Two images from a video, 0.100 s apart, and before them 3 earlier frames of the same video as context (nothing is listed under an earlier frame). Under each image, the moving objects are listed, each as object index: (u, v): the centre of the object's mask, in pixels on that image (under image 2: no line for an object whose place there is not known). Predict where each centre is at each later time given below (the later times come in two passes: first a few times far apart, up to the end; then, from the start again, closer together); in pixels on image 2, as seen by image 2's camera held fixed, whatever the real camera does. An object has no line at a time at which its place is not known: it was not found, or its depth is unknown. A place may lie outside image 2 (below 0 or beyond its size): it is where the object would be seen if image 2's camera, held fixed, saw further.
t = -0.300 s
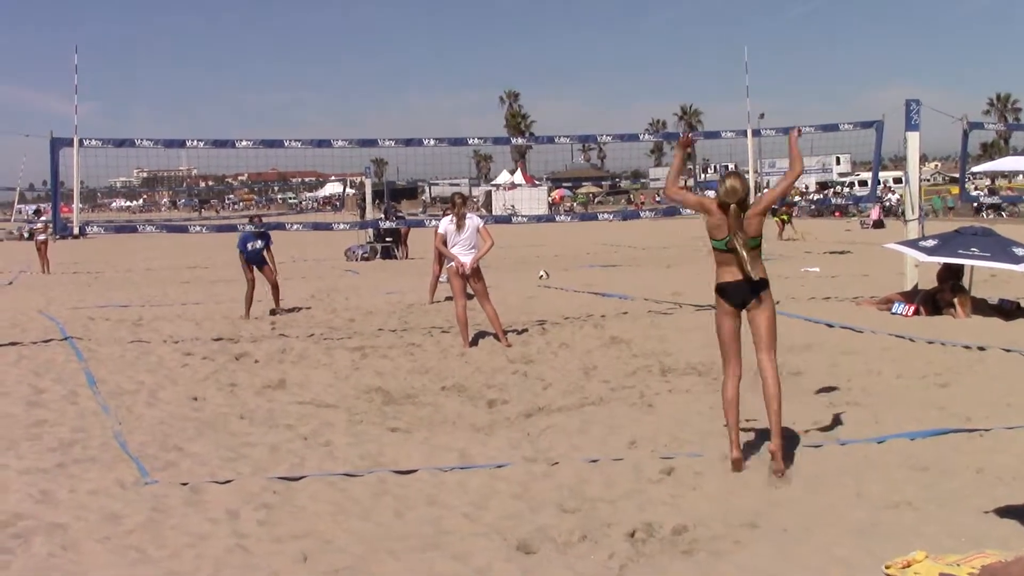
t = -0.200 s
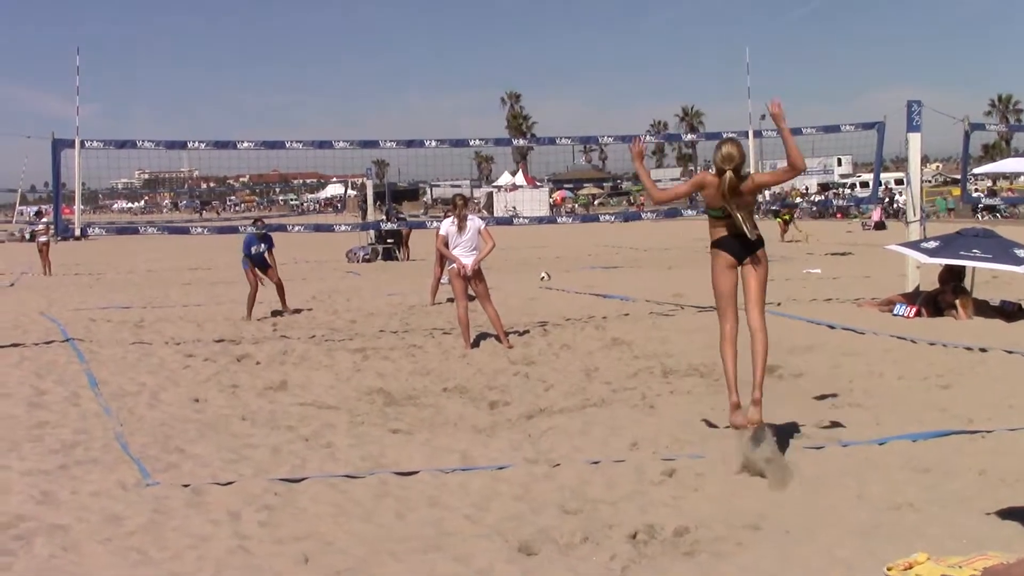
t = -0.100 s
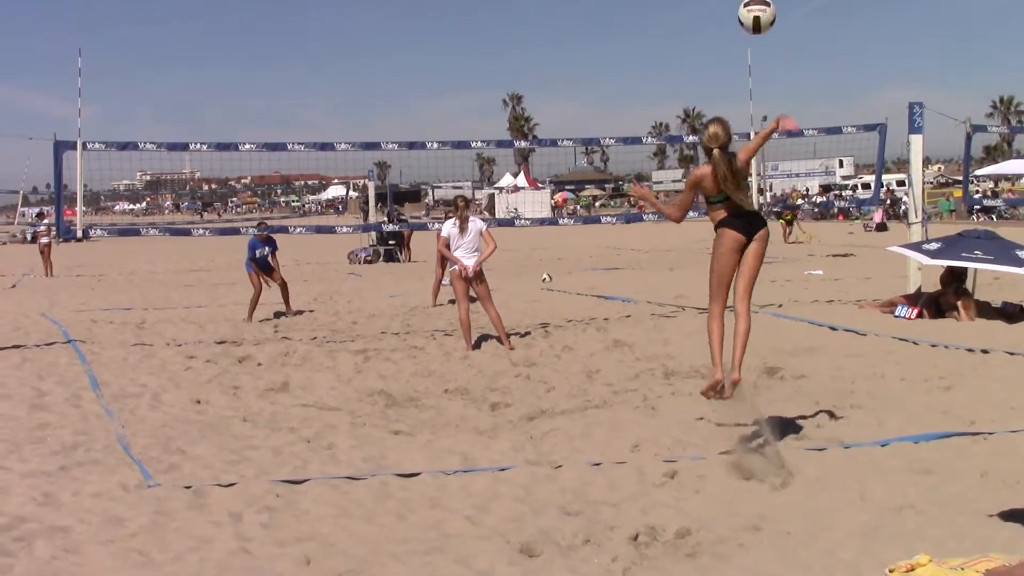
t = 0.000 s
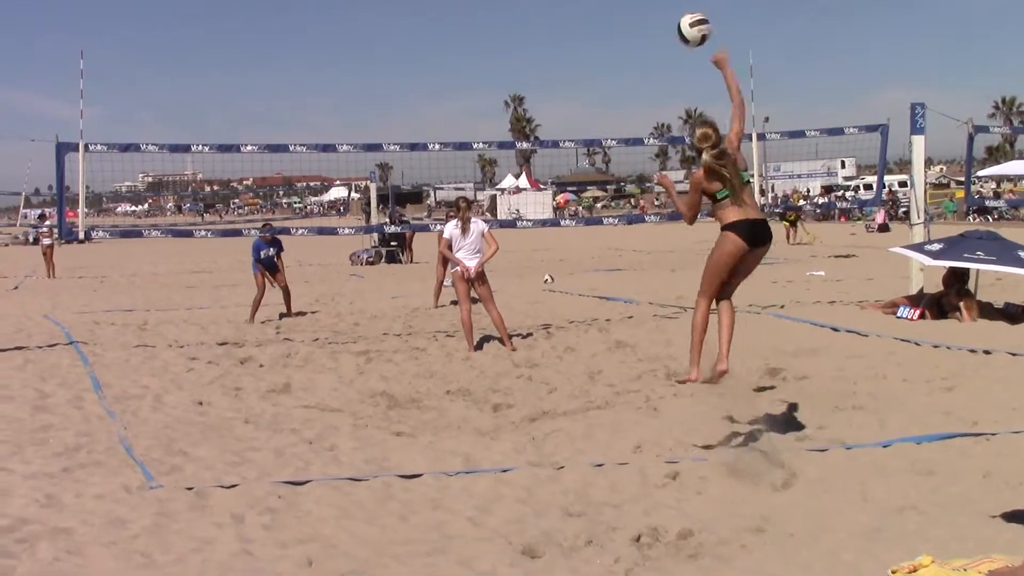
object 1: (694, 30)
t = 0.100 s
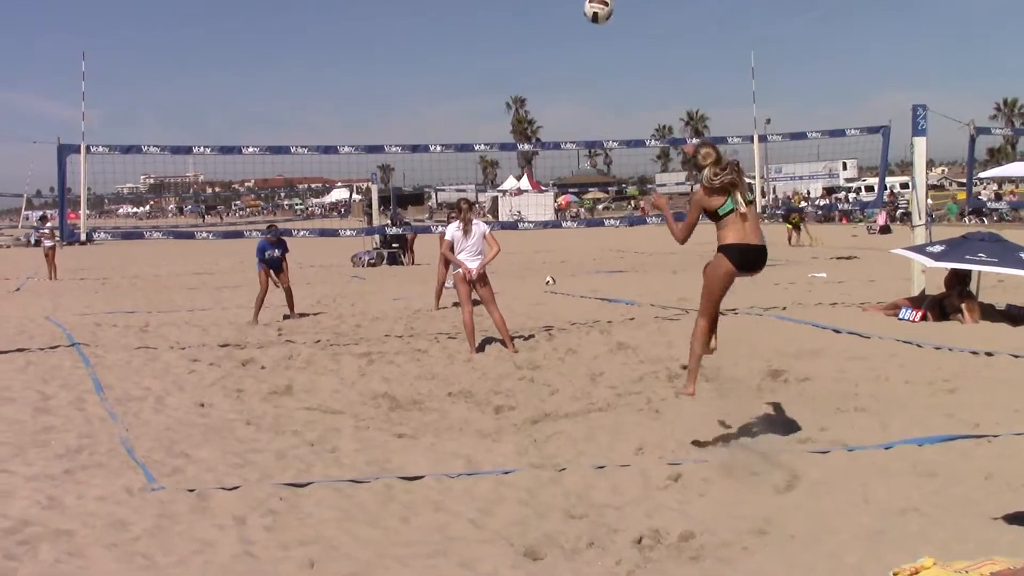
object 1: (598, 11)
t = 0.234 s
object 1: (506, 14)
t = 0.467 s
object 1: (405, 74)
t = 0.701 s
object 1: (343, 169)
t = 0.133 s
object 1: (572, 9)
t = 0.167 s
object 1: (548, 9)
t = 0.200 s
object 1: (527, 10)
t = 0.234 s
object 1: (506, 14)
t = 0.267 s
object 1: (489, 19)
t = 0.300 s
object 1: (472, 26)
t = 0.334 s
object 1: (456, 34)
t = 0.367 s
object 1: (442, 42)
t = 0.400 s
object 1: (429, 52)
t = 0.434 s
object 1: (416, 63)
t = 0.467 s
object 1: (405, 74)
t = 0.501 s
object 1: (394, 86)
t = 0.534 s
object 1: (385, 99)
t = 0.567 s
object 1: (374, 111)
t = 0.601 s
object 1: (366, 125)
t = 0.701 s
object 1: (343, 169)
